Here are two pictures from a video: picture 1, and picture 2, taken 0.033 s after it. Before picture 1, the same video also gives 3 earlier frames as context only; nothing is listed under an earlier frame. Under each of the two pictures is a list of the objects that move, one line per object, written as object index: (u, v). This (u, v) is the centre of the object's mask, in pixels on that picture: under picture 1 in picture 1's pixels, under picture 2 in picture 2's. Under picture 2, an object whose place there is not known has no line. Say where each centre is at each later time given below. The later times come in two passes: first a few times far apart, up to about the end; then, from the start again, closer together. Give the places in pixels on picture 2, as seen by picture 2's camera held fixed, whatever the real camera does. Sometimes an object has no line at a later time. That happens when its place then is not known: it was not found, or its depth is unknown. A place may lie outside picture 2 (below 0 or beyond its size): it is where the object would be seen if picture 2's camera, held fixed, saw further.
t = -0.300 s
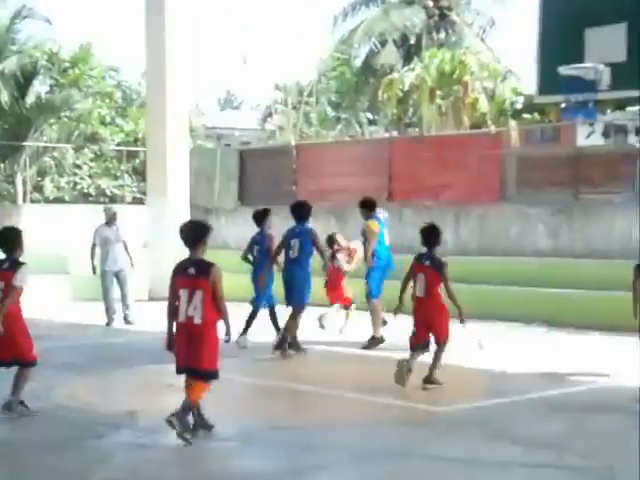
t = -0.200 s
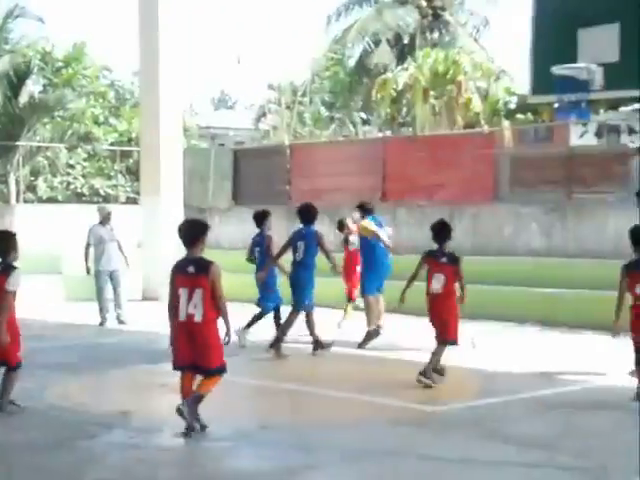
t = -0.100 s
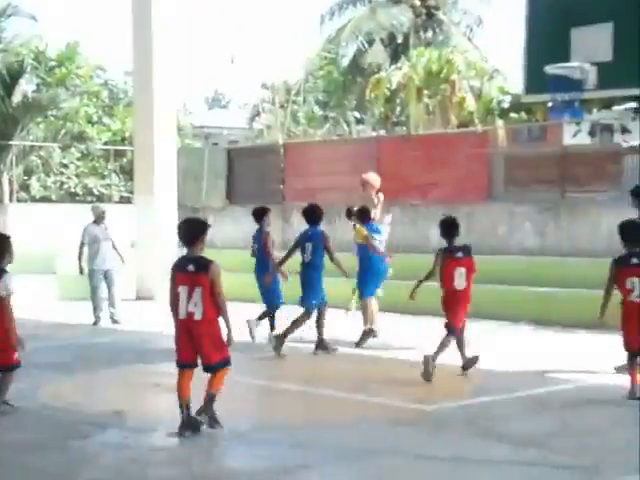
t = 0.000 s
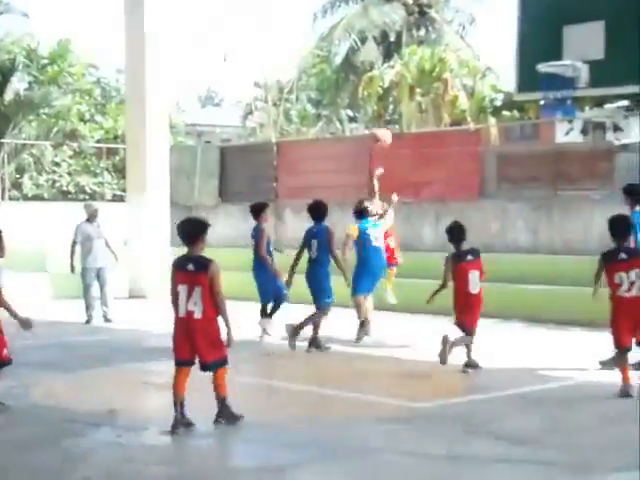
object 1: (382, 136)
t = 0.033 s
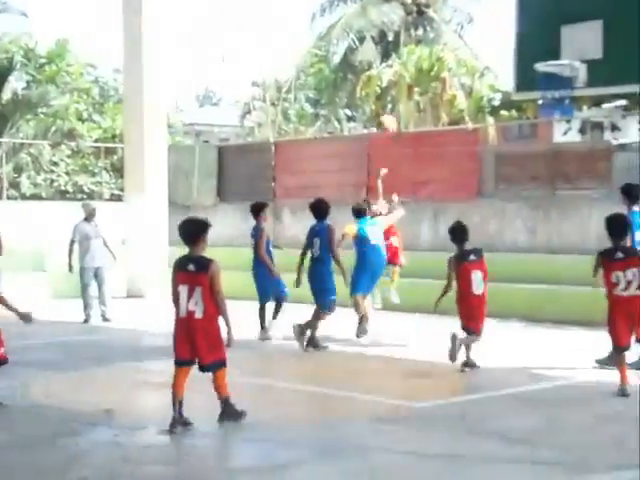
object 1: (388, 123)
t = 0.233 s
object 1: (427, 67)
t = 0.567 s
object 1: (500, 39)
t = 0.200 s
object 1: (419, 76)
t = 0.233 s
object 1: (427, 67)
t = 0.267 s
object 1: (432, 61)
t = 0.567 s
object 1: (500, 39)
